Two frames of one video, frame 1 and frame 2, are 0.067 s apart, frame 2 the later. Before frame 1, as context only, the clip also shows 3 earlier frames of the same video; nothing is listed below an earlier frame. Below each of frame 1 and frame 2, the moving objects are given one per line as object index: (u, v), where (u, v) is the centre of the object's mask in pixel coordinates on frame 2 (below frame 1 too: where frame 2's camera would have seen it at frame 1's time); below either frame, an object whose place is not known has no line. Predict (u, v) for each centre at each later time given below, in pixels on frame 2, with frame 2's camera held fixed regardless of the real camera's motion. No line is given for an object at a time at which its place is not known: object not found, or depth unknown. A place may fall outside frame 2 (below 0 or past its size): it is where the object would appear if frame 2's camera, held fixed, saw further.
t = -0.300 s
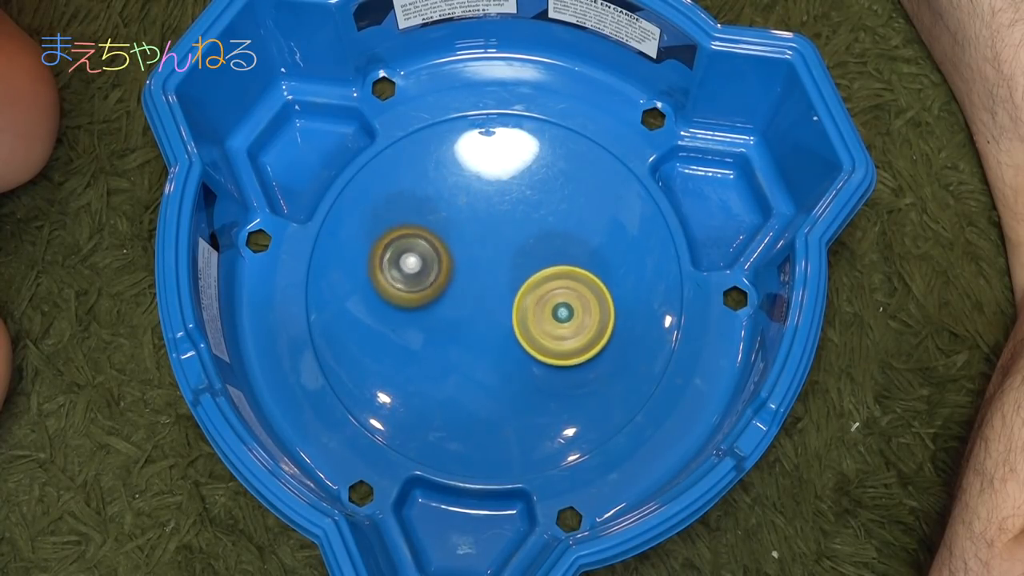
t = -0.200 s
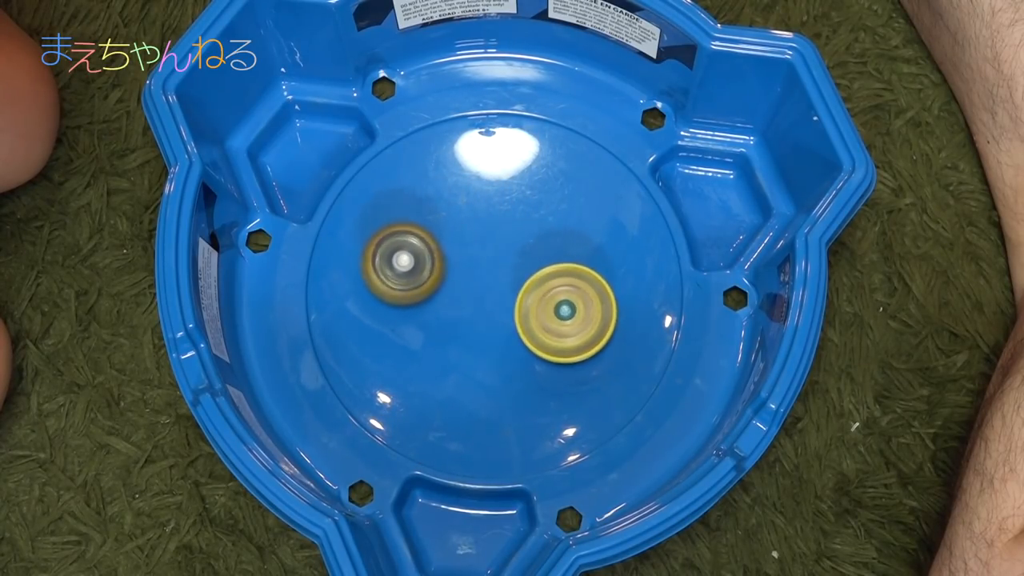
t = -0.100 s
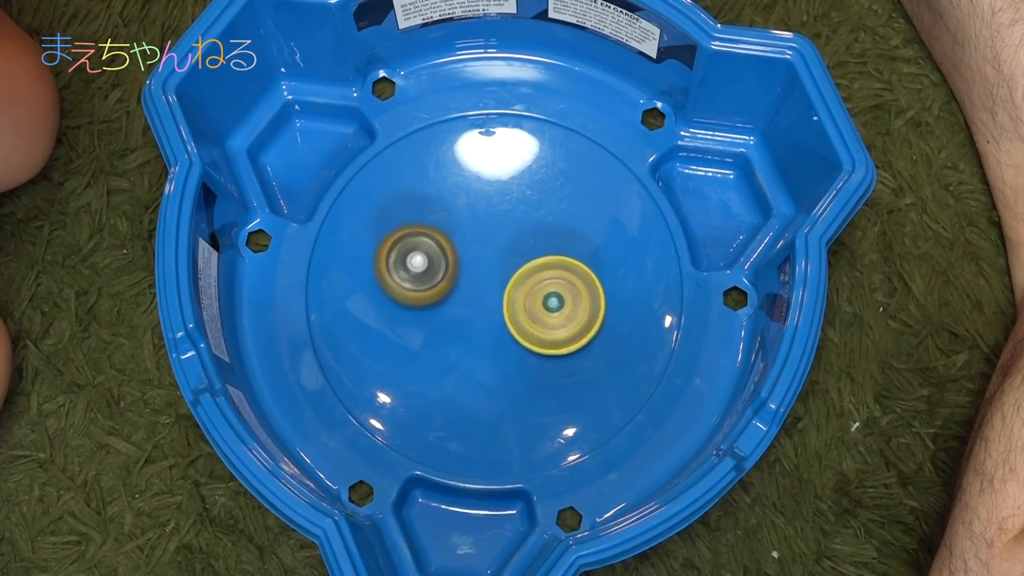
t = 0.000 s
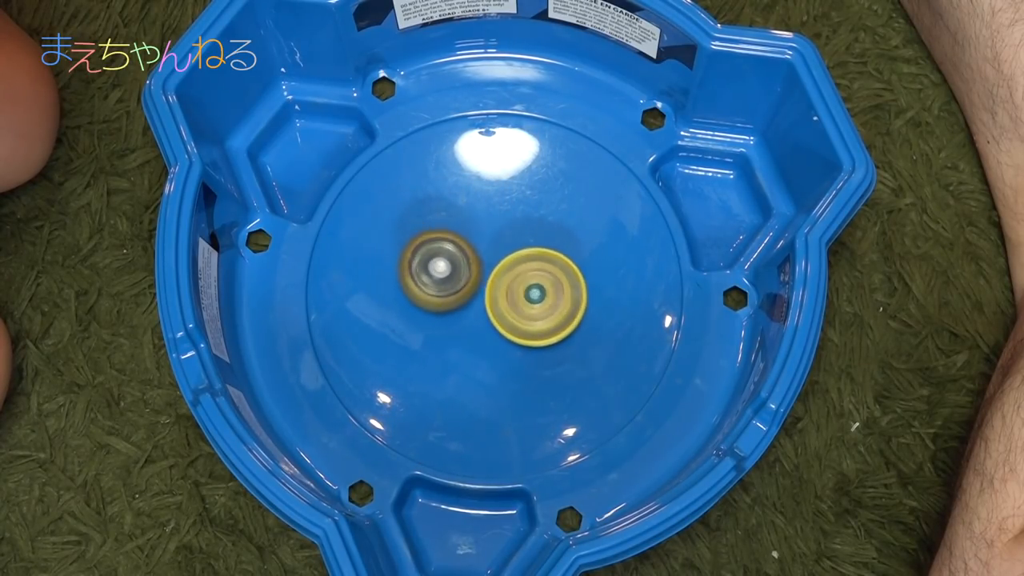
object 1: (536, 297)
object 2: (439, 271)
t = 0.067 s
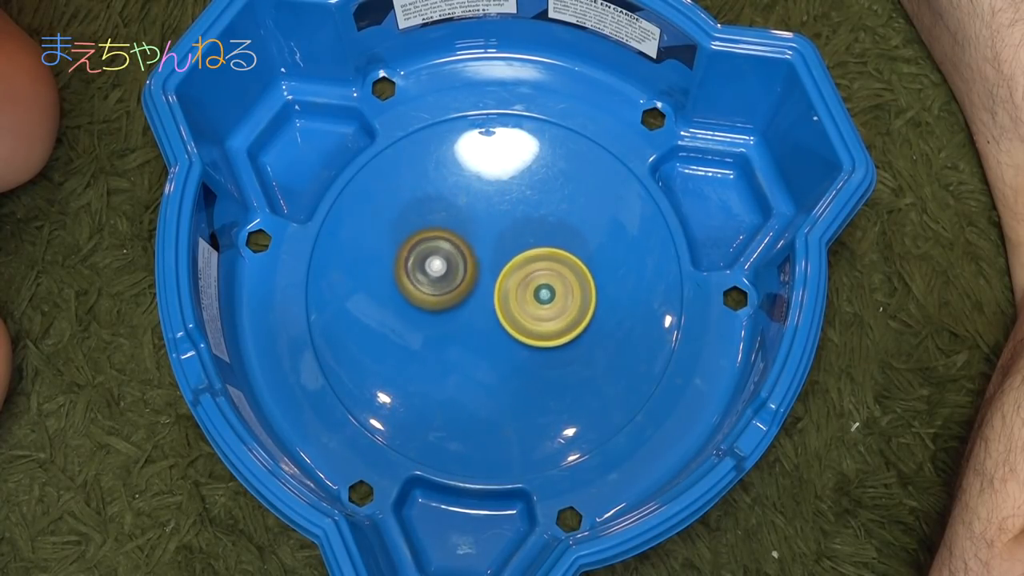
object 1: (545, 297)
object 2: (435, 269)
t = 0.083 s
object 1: (547, 297)
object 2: (434, 269)
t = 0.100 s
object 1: (546, 296)
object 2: (434, 269)
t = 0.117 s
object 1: (546, 297)
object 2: (435, 269)
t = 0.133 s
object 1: (546, 296)
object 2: (435, 269)
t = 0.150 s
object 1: (544, 295)
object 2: (436, 269)
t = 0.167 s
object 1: (543, 295)
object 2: (437, 269)
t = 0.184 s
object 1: (542, 294)
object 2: (439, 270)
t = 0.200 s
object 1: (540, 293)
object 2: (440, 271)
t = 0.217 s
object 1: (538, 293)
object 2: (441, 270)
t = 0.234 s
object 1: (537, 292)
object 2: (443, 270)
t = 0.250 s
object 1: (542, 293)
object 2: (439, 270)
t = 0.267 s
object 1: (551, 295)
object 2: (430, 268)
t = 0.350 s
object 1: (580, 299)
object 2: (397, 262)
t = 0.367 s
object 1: (582, 299)
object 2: (393, 261)
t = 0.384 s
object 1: (584, 299)
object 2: (391, 261)
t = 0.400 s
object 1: (584, 298)
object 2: (389, 261)
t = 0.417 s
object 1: (584, 298)
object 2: (388, 261)
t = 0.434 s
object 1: (584, 297)
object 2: (388, 261)
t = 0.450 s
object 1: (583, 296)
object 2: (389, 262)
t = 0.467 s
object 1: (581, 295)
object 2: (389, 262)
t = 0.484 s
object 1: (580, 294)
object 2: (391, 262)
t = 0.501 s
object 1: (578, 293)
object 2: (393, 262)
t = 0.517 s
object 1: (576, 292)
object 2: (396, 264)
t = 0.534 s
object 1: (574, 291)
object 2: (398, 264)
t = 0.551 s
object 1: (571, 290)
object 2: (401, 264)
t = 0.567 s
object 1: (568, 289)
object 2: (406, 266)
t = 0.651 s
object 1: (549, 285)
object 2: (427, 271)
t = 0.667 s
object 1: (545, 284)
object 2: (432, 272)
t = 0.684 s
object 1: (541, 283)
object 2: (438, 273)
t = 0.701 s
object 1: (538, 283)
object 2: (441, 275)
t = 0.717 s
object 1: (540, 283)
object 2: (441, 275)
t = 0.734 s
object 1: (540, 283)
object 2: (441, 275)
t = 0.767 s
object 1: (541, 283)
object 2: (441, 277)
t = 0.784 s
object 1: (540, 284)
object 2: (442, 277)
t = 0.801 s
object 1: (540, 284)
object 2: (444, 278)
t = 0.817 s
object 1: (546, 285)
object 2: (438, 278)
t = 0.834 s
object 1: (555, 286)
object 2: (430, 278)
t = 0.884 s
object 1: (576, 288)
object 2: (411, 278)
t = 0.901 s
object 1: (580, 288)
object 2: (406, 278)
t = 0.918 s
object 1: (583, 289)
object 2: (403, 278)
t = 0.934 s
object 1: (586, 289)
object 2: (400, 279)
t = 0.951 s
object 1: (586, 289)
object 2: (397, 279)
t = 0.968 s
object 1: (587, 289)
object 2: (397, 279)
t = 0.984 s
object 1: (587, 289)
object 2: (396, 279)
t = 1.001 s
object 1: (586, 288)
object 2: (396, 280)
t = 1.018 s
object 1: (584, 289)
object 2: (396, 280)
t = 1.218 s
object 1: (544, 286)
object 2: (432, 284)
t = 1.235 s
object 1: (538, 286)
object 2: (436, 284)
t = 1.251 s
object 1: (535, 286)
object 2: (440, 284)
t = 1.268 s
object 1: (545, 286)
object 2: (431, 284)
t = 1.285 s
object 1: (555, 287)
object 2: (421, 284)
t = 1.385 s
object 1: (595, 286)
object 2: (379, 284)
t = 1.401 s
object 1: (596, 286)
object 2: (375, 283)
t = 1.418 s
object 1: (597, 286)
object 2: (373, 283)
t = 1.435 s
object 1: (597, 285)
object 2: (372, 284)
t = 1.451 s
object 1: (596, 286)
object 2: (371, 284)
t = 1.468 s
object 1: (595, 285)
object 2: (372, 284)
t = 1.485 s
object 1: (593, 285)
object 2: (372, 285)
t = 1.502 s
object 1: (591, 285)
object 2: (374, 285)
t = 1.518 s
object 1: (588, 284)
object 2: (377, 285)
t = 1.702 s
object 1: (541, 285)
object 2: (428, 287)
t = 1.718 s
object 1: (536, 285)
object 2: (435, 287)
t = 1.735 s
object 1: (534, 285)
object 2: (437, 288)
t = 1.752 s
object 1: (540, 284)
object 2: (431, 288)
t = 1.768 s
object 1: (545, 283)
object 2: (427, 288)
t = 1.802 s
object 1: (554, 283)
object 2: (418, 289)
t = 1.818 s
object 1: (557, 283)
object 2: (417, 289)
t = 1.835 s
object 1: (559, 284)
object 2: (414, 290)
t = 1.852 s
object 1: (559, 284)
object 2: (413, 290)
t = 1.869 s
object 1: (559, 284)
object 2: (413, 290)
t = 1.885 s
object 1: (559, 284)
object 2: (413, 291)
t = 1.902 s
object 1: (557, 284)
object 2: (414, 290)
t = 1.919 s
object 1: (555, 284)
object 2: (415, 291)
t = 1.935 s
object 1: (553, 284)
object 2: (416, 291)
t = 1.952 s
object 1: (551, 283)
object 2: (417, 291)
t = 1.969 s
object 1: (549, 283)
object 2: (420, 291)
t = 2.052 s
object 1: (537, 281)
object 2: (432, 290)
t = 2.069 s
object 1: (534, 280)
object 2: (435, 290)
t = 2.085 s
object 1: (532, 280)
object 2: (436, 290)
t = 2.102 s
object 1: (537, 278)
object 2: (432, 290)
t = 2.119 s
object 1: (545, 276)
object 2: (428, 291)
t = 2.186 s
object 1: (565, 269)
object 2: (413, 294)
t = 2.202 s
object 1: (568, 268)
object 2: (412, 295)
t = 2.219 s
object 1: (569, 267)
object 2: (411, 295)
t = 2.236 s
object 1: (569, 266)
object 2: (411, 295)
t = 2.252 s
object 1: (569, 265)
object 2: (412, 295)
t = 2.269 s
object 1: (568, 264)
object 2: (412, 295)
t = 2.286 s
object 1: (567, 263)
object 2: (413, 295)
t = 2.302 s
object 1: (565, 262)
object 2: (415, 295)
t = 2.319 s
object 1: (564, 261)
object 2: (416, 295)
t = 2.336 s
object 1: (561, 260)
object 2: (419, 294)
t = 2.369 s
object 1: (557, 259)
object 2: (422, 293)
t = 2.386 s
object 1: (555, 259)
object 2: (425, 293)
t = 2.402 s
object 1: (553, 258)
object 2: (427, 292)
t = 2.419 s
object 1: (549, 258)
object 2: (429, 291)
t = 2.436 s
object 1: (547, 258)
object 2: (432, 291)
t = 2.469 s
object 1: (541, 258)
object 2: (437, 289)
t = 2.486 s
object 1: (538, 257)
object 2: (440, 289)
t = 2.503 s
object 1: (534, 258)
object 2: (442, 288)
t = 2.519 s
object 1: (537, 256)
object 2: (439, 290)
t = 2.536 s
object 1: (542, 254)
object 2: (433, 292)
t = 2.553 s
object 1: (546, 252)
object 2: (428, 294)
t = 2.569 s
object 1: (551, 250)
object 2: (424, 297)
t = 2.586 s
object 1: (553, 248)
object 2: (420, 298)
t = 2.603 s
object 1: (555, 248)
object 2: (418, 300)
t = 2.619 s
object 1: (555, 247)
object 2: (415, 301)
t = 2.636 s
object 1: (555, 247)
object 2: (414, 302)
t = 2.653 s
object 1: (555, 246)
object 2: (414, 304)
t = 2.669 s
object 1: (554, 246)
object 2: (413, 304)
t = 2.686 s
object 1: (554, 246)
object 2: (414, 304)
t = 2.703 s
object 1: (552, 245)
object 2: (414, 304)
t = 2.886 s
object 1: (529, 253)
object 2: (434, 297)
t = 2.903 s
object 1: (526, 255)
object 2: (436, 295)
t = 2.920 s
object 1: (524, 256)
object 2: (438, 295)
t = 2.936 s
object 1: (527, 254)
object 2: (434, 297)
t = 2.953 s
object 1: (532, 251)
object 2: (430, 300)
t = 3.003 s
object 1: (539, 248)
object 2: (421, 306)
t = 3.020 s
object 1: (541, 248)
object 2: (420, 306)
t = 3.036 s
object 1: (542, 247)
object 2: (419, 308)
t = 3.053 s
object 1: (542, 248)
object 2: (419, 308)
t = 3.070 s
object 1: (542, 248)
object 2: (420, 308)
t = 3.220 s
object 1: (529, 256)
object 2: (434, 303)
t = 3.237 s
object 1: (527, 258)
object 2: (438, 302)
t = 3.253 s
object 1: (526, 259)
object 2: (439, 302)
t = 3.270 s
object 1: (528, 258)
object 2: (438, 303)
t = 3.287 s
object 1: (534, 255)
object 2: (433, 305)
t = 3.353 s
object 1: (550, 247)
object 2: (421, 312)
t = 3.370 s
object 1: (552, 246)
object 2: (419, 313)
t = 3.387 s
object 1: (554, 246)
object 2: (419, 314)
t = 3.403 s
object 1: (554, 246)
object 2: (419, 314)
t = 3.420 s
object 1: (554, 246)
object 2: (419, 314)
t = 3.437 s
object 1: (553, 246)
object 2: (420, 314)
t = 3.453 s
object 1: (552, 247)
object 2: (421, 314)
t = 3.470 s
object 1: (550, 247)
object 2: (422, 313)
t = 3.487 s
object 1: (549, 248)
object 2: (423, 313)
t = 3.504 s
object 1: (547, 249)
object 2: (424, 312)
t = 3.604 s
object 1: (531, 257)
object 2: (437, 307)
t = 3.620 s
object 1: (527, 258)
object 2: (439, 306)
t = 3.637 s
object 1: (525, 259)
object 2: (442, 305)
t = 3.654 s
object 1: (529, 257)
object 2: (437, 308)
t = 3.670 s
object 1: (536, 252)
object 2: (430, 311)
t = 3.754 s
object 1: (557, 241)
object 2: (408, 323)
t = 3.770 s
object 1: (560, 239)
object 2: (407, 324)
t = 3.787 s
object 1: (560, 239)
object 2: (405, 325)
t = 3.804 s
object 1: (561, 239)
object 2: (405, 325)
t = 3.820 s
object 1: (559, 240)
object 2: (405, 326)
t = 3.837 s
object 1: (559, 240)
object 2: (405, 325)
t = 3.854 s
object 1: (556, 241)
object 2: (407, 325)
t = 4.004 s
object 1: (529, 253)
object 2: (430, 312)
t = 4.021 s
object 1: (526, 254)
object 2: (433, 310)
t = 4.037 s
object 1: (521, 257)
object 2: (437, 308)
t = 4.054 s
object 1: (522, 256)
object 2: (438, 308)
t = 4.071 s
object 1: (524, 253)
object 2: (435, 310)
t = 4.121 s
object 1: (533, 246)
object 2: (430, 314)
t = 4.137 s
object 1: (533, 245)
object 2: (429, 315)
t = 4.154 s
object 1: (535, 244)
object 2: (430, 315)
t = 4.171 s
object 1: (534, 243)
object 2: (430, 316)
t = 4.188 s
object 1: (534, 244)
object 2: (431, 315)
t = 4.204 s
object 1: (533, 243)
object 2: (432, 315)
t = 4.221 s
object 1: (532, 244)
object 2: (432, 314)
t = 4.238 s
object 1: (531, 244)
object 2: (434, 314)
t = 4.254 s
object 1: (529, 245)
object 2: (435, 313)
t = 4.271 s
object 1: (528, 245)
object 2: (437, 312)
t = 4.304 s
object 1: (525, 246)
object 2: (440, 310)
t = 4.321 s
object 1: (523, 248)
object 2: (442, 309)
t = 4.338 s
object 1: (522, 248)
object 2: (443, 307)
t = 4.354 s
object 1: (521, 249)
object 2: (444, 308)
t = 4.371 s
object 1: (526, 244)
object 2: (439, 311)
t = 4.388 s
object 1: (531, 240)
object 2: (433, 315)
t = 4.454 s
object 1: (546, 230)
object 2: (418, 327)
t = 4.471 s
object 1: (546, 229)
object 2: (415, 330)
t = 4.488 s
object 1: (548, 229)
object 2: (414, 331)
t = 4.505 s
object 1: (547, 229)
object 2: (413, 333)
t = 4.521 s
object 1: (547, 229)
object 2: (413, 333)
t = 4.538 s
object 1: (545, 229)
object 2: (413, 334)
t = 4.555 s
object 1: (545, 230)
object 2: (414, 333)
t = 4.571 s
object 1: (542, 231)
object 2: (415, 333)
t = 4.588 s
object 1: (541, 232)
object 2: (416, 332)
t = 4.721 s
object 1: (521, 244)
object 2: (437, 319)
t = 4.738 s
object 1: (517, 245)
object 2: (440, 316)
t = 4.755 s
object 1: (515, 248)
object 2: (444, 314)
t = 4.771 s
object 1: (517, 246)
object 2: (443, 315)
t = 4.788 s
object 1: (520, 241)
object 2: (440, 318)
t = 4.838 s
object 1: (529, 232)
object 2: (435, 325)
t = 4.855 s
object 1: (530, 230)
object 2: (434, 326)
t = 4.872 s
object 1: (531, 229)
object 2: (434, 326)
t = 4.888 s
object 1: (531, 229)
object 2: (434, 327)
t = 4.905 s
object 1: (531, 228)
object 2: (434, 327)
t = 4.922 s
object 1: (530, 229)
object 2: (435, 327)
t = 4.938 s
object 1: (530, 229)
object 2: (436, 326)
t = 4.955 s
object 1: (528, 229)
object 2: (437, 326)
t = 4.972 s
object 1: (528, 229)
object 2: (438, 324)
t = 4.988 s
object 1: (526, 230)
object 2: (440, 324)
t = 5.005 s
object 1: (525, 231)
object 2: (441, 322)
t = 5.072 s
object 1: (518, 234)
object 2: (448, 316)
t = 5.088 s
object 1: (517, 235)
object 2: (451, 314)
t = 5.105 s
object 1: (515, 236)
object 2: (452, 313)
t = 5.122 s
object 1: (513, 237)
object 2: (454, 311)
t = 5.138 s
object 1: (516, 234)
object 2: (452, 314)
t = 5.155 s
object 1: (519, 228)
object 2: (449, 318)
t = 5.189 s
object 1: (524, 221)
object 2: (445, 324)
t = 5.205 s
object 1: (526, 219)
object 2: (444, 326)
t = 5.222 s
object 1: (526, 217)
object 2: (443, 328)
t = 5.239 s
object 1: (527, 216)
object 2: (443, 329)
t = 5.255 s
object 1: (526, 216)
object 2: (443, 330)
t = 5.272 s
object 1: (526, 216)
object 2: (443, 330)
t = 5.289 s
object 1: (525, 216)
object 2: (444, 330)
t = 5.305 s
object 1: (524, 216)
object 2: (445, 329)
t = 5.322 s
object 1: (522, 217)
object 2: (445, 329)
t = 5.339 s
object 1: (522, 218)
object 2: (446, 327)
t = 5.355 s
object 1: (520, 219)
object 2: (448, 326)
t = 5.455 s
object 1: (510, 230)
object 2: (454, 317)
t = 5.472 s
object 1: (508, 231)
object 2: (455, 315)
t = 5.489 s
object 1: (507, 234)
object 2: (456, 315)
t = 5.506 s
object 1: (509, 230)
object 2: (454, 318)
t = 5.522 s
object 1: (510, 226)
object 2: (452, 322)
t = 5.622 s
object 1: (513, 217)
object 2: (448, 334)
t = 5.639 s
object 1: (513, 217)
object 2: (448, 334)
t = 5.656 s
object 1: (512, 217)
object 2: (449, 334)
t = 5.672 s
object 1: (512, 218)
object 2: (449, 333)
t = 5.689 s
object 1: (510, 219)
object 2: (450, 333)
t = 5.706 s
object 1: (510, 219)
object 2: (451, 331)
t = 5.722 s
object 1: (509, 221)
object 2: (452, 330)
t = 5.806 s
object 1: (503, 228)
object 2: (458, 319)
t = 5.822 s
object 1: (502, 230)
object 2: (459, 317)
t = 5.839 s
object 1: (502, 230)
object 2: (460, 317)
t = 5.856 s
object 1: (502, 227)
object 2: (459, 318)
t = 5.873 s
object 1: (503, 226)
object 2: (459, 320)
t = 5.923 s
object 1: (503, 226)
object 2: (459, 322)
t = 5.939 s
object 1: (502, 227)
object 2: (460, 322)
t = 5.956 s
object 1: (501, 228)
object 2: (460, 321)
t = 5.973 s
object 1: (500, 229)
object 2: (460, 321)
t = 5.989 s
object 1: (500, 230)
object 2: (461, 320)
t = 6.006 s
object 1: (498, 231)
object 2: (461, 320)
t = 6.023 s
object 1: (498, 232)
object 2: (461, 319)
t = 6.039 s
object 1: (500, 228)
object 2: (459, 324)
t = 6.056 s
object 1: (501, 222)
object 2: (456, 329)
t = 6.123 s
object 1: (505, 209)
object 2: (451, 343)
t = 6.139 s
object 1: (506, 208)
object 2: (451, 345)
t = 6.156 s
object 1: (505, 208)
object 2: (450, 346)
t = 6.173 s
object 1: (505, 207)
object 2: (450, 347)
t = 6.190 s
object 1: (504, 208)
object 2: (450, 347)
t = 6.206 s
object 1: (503, 208)
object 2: (451, 346)
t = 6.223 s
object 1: (502, 210)
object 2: (451, 345)
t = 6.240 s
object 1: (501, 210)
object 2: (452, 345)
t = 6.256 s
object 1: (500, 212)
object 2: (452, 343)
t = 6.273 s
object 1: (498, 213)
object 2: (453, 342)
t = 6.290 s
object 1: (498, 215)
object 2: (453, 340)
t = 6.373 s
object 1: (491, 227)
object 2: (458, 329)
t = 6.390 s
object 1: (489, 230)
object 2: (460, 326)
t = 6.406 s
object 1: (488, 233)
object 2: (461, 324)
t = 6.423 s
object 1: (490, 229)
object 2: (460, 328)
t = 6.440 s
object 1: (491, 220)
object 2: (457, 338)
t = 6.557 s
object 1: (505, 175)
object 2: (451, 378)
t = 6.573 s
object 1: (507, 172)
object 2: (451, 379)
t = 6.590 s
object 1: (507, 172)
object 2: (452, 380)
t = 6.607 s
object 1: (507, 171)
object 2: (452, 379)
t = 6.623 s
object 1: (507, 173)
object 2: (452, 379)
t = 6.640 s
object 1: (506, 173)
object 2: (453, 377)
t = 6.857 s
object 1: (492, 224)
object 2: (465, 329)
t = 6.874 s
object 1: (491, 229)
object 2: (467, 325)
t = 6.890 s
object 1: (490, 233)
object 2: (468, 323)
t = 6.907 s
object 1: (490, 228)
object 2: (467, 328)
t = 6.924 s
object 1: (491, 225)
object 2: (465, 333)
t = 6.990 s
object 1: (497, 212)
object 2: (461, 348)
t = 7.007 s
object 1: (498, 211)
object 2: (460, 349)
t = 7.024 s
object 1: (497, 211)
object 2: (459, 350)
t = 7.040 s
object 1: (498, 211)
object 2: (460, 350)
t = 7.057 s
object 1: (498, 212)
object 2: (459, 350)
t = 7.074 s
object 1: (498, 213)
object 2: (460, 350)
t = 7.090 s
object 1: (498, 214)
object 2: (460, 349)
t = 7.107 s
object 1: (497, 215)
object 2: (460, 348)
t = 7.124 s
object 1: (496, 217)
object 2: (460, 347)
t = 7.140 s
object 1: (495, 219)
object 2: (460, 345)
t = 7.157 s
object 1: (495, 220)
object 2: (461, 343)
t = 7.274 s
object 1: (488, 232)
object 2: (463, 331)
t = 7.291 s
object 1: (486, 234)
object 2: (463, 329)
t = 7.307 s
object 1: (485, 235)
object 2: (463, 327)
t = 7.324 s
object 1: (485, 234)
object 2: (463, 329)
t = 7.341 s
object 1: (484, 230)
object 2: (462, 331)
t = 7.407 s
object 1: (486, 219)
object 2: (463, 337)
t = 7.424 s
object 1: (485, 217)
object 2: (462, 337)
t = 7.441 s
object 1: (486, 217)
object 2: (463, 337)
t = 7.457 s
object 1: (486, 217)
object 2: (462, 336)
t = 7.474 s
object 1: (486, 217)
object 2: (463, 335)
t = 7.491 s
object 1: (485, 218)
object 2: (462, 333)
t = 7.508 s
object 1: (484, 218)
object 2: (463, 333)
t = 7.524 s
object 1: (484, 219)
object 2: (463, 330)
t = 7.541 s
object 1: (482, 220)
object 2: (463, 330)
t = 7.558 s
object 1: (482, 220)
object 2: (463, 328)
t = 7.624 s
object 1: (478, 224)
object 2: (463, 324)
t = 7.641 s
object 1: (478, 225)
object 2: (463, 322)
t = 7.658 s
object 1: (477, 227)
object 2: (463, 322)
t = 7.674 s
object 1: (477, 227)
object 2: (463, 319)
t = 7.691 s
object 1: (478, 223)
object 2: (463, 326)
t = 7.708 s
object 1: (478, 216)
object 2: (461, 333)
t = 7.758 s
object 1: (483, 198)
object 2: (457, 352)
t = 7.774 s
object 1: (484, 195)
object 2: (458, 357)
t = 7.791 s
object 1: (484, 192)
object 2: (457, 361)
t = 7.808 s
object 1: (486, 190)
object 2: (458, 364)
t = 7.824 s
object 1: (486, 190)
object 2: (457, 364)
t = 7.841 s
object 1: (486, 189)
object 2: (458, 366)
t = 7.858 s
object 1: (486, 190)
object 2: (458, 366)
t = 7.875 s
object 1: (485, 190)
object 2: (458, 366)
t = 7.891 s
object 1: (486, 192)
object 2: (458, 364)
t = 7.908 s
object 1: (485, 193)
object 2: (458, 364)
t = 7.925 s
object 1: (485, 194)
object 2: (459, 363)
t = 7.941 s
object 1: (485, 197)
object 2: (458, 360)
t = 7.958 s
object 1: (484, 198)
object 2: (459, 359)
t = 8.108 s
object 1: (483, 229)
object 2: (465, 335)
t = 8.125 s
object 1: (482, 232)
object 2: (467, 331)
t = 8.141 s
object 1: (483, 236)
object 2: (467, 328)
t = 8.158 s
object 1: (482, 236)
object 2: (468, 330)
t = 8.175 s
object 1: (483, 235)
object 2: (468, 331)
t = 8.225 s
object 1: (483, 233)
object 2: (469, 332)
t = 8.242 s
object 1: (483, 234)
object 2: (470, 331)
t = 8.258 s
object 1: (483, 234)
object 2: (469, 331)
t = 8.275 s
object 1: (484, 235)
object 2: (471, 330)
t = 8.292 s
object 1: (483, 236)
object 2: (470, 329)
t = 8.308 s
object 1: (484, 237)
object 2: (471, 329)
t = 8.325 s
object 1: (486, 233)
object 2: (470, 332)
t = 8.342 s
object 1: (485, 228)
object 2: (470, 337)
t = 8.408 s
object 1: (489, 213)
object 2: (469, 347)
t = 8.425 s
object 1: (488, 211)
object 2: (469, 348)
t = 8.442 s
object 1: (489, 210)
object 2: (470, 348)
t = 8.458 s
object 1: (489, 210)
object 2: (470, 347)
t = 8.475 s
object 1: (489, 210)
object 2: (470, 347)
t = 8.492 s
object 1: (489, 211)
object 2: (470, 345)
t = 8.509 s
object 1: (487, 212)
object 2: (471, 344)
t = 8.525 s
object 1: (487, 213)
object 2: (471, 342)
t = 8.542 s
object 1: (487, 215)
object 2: (470, 341)
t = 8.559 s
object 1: (485, 215)
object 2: (471, 339)
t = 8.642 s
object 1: (481, 223)
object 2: (471, 328)
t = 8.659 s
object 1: (481, 225)
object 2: (470, 326)
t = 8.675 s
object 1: (480, 227)
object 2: (470, 325)
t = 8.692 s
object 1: (479, 228)
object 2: (470, 323)
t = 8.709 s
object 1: (479, 226)
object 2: (469, 326)
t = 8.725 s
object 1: (478, 224)
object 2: (469, 328)
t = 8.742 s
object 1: (478, 221)
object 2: (468, 330)
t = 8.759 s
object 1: (479, 221)
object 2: (469, 331)
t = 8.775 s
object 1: (478, 221)
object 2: (468, 331)
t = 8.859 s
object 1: (475, 224)
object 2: (468, 329)
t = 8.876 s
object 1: (475, 224)
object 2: (468, 329)
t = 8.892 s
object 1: (474, 226)
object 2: (468, 328)
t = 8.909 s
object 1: (473, 227)
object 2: (468, 327)
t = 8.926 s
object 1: (473, 228)
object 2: (468, 326)
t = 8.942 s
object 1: (473, 229)
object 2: (467, 325)
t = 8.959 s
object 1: (472, 229)
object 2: (467, 325)
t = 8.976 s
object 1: (472, 230)
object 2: (467, 324)
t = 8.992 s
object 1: (473, 227)
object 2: (467, 329)
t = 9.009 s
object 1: (472, 222)
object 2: (466, 333)
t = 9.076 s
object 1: (475, 210)
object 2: (466, 346)
